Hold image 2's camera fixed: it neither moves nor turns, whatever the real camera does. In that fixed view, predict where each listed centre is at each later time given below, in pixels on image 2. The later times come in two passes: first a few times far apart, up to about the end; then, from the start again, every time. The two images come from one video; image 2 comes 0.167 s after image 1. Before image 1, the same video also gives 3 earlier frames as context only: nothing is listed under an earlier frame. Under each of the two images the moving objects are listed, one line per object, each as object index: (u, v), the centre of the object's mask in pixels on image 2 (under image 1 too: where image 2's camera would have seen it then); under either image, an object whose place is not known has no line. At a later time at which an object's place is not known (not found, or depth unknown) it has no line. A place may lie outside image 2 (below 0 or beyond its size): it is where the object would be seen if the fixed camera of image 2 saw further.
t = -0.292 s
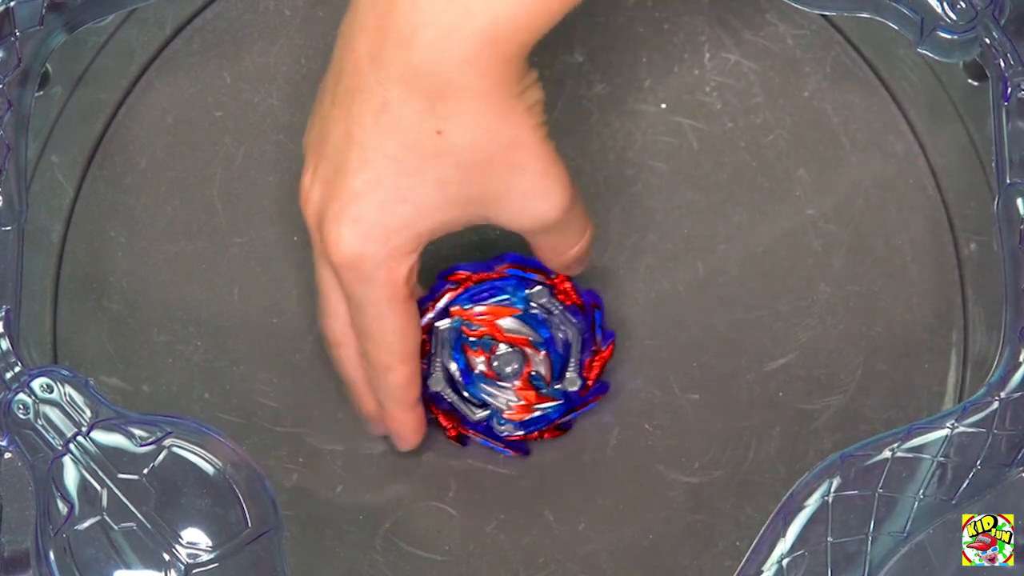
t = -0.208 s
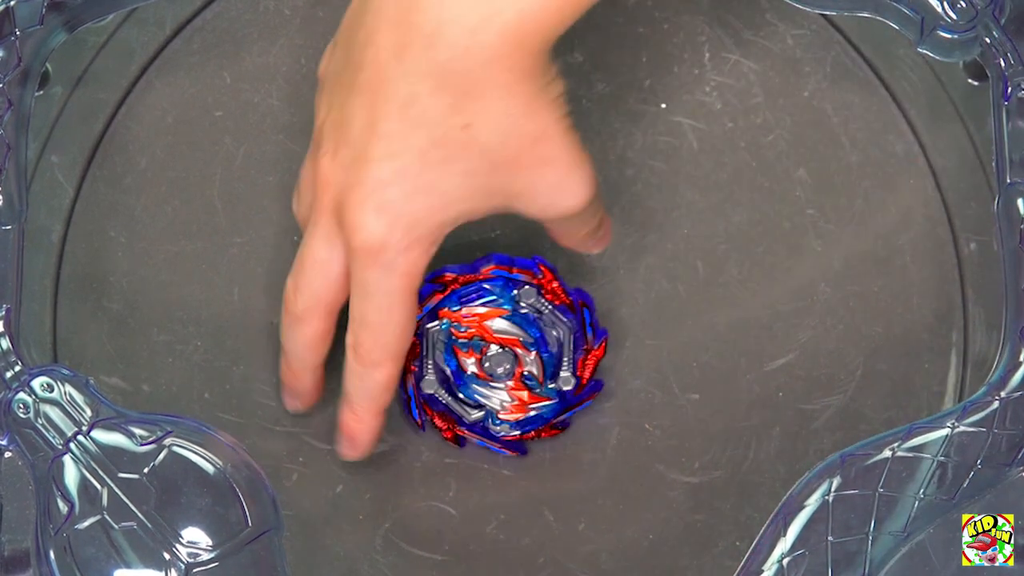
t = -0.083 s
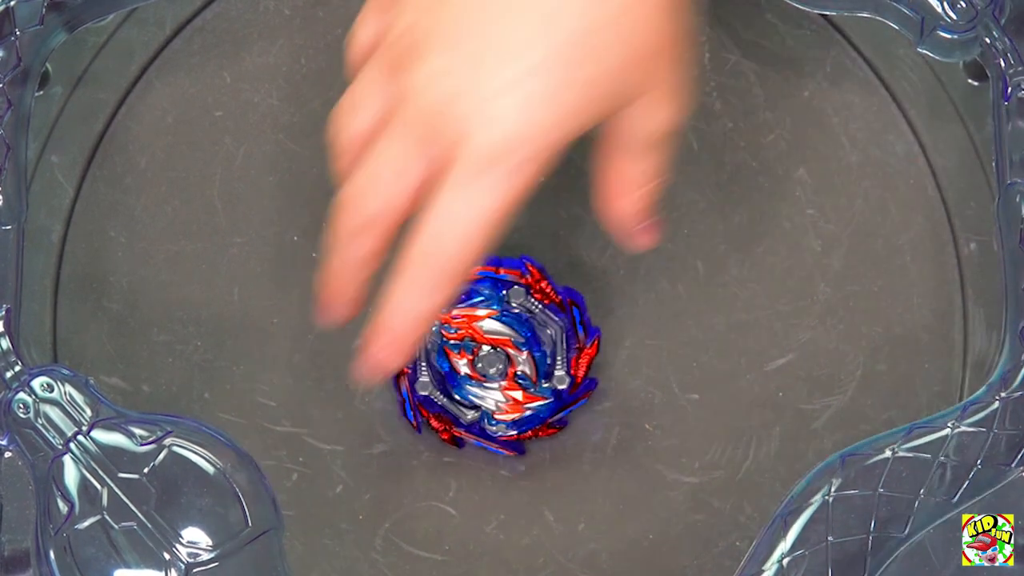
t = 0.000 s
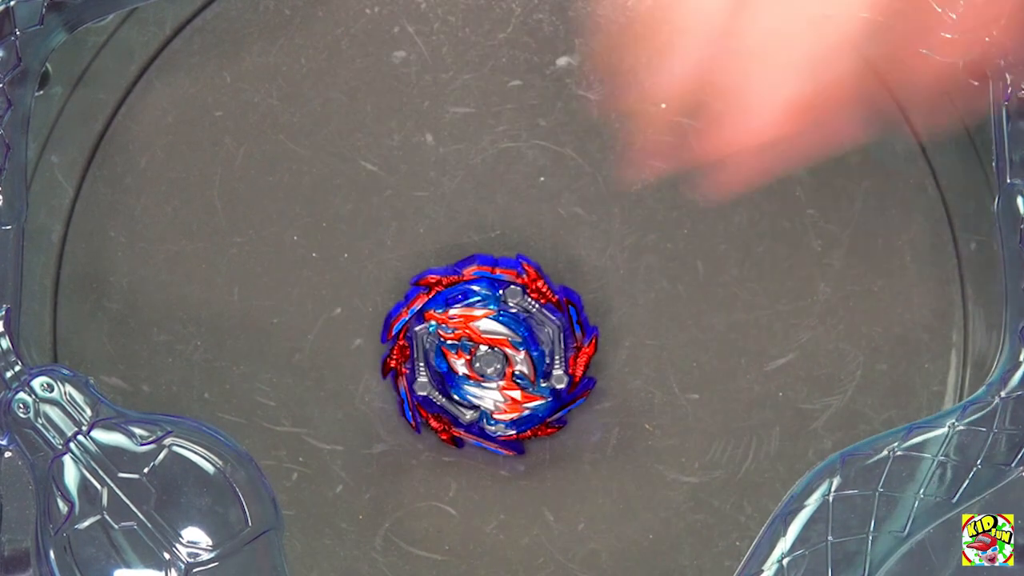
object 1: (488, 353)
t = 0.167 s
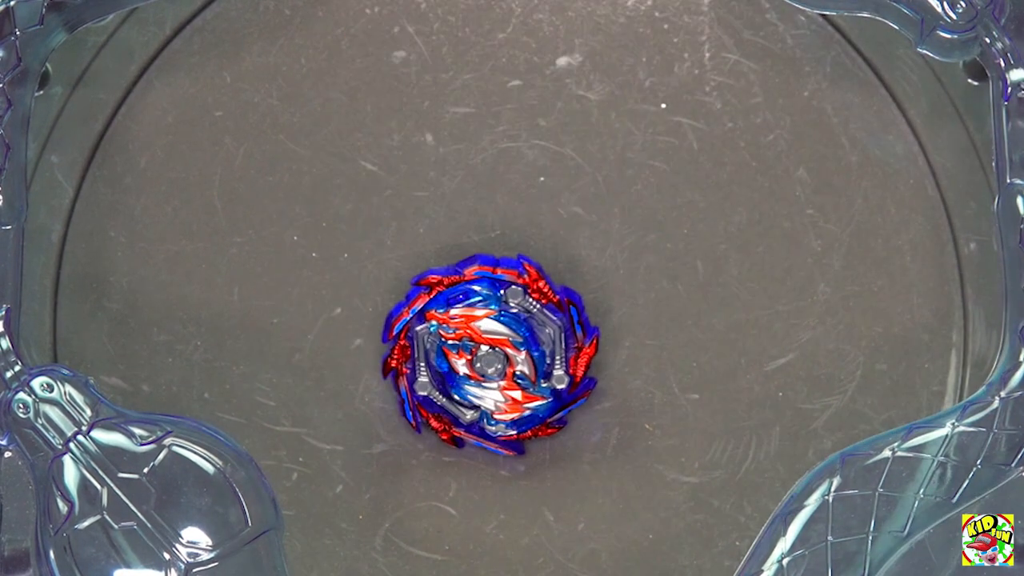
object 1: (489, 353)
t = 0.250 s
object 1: (492, 353)
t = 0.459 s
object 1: (509, 352)
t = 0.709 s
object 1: (539, 338)
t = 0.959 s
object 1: (567, 295)
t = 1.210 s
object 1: (550, 239)
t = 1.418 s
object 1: (525, 220)
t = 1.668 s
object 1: (512, 216)
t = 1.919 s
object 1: (524, 220)
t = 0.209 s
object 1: (491, 353)
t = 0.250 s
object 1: (492, 353)
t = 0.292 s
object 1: (495, 353)
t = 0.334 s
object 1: (497, 353)
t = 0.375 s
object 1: (502, 351)
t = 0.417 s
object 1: (507, 353)
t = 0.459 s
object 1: (509, 352)
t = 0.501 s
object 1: (515, 350)
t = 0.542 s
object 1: (521, 348)
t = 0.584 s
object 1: (524, 348)
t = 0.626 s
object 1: (529, 346)
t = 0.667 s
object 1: (533, 341)
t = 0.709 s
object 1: (539, 338)
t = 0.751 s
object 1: (546, 334)
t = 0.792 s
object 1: (552, 326)
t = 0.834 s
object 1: (557, 320)
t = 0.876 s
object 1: (559, 311)
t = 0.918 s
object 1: (565, 303)
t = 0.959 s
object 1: (567, 295)
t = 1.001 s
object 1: (568, 283)
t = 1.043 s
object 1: (568, 273)
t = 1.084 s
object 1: (565, 264)
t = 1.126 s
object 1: (561, 253)
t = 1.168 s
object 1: (556, 245)
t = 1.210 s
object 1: (550, 239)
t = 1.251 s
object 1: (545, 233)
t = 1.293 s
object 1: (539, 229)
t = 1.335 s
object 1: (534, 225)
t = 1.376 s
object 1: (529, 222)
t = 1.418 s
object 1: (525, 220)
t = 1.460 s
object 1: (520, 219)
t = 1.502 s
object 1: (516, 217)
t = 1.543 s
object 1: (512, 216)
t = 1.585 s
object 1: (511, 216)
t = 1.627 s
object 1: (512, 216)
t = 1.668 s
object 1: (512, 216)
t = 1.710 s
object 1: (514, 216)
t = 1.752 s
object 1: (516, 217)
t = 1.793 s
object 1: (519, 218)
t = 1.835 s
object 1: (521, 219)
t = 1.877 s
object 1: (523, 219)
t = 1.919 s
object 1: (524, 220)
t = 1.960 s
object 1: (525, 220)
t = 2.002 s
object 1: (527, 221)
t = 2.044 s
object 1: (529, 222)
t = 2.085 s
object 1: (532, 224)
